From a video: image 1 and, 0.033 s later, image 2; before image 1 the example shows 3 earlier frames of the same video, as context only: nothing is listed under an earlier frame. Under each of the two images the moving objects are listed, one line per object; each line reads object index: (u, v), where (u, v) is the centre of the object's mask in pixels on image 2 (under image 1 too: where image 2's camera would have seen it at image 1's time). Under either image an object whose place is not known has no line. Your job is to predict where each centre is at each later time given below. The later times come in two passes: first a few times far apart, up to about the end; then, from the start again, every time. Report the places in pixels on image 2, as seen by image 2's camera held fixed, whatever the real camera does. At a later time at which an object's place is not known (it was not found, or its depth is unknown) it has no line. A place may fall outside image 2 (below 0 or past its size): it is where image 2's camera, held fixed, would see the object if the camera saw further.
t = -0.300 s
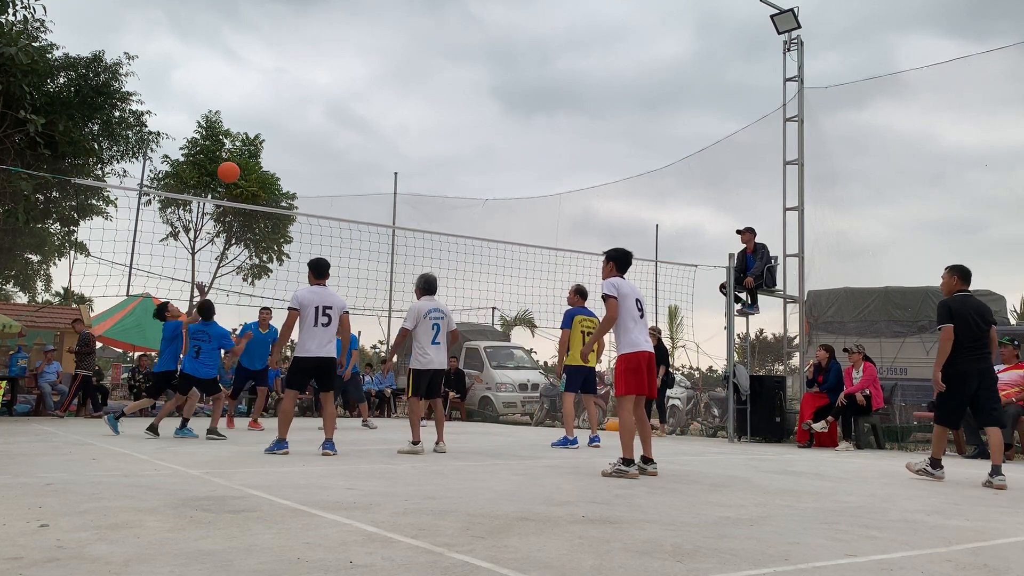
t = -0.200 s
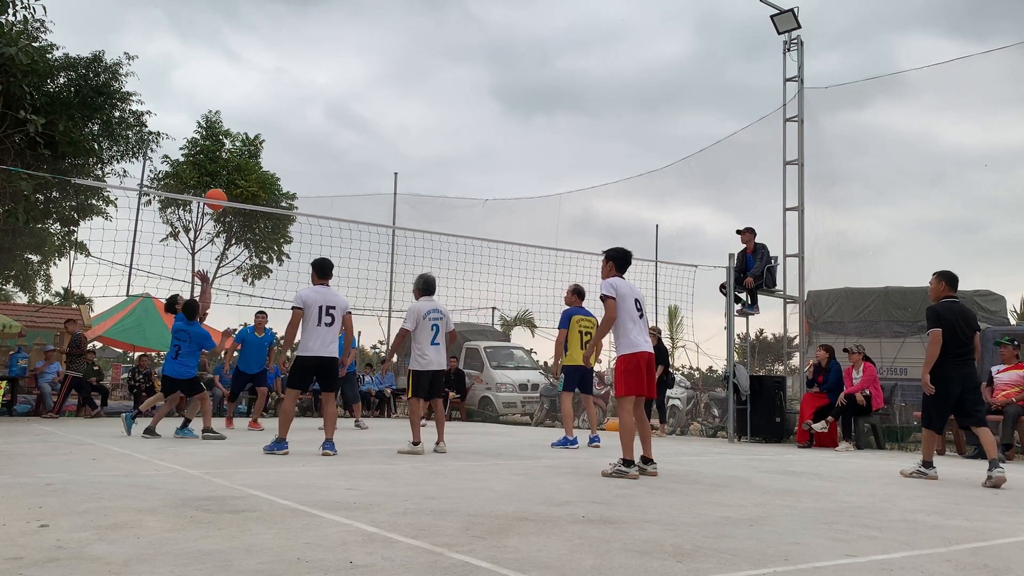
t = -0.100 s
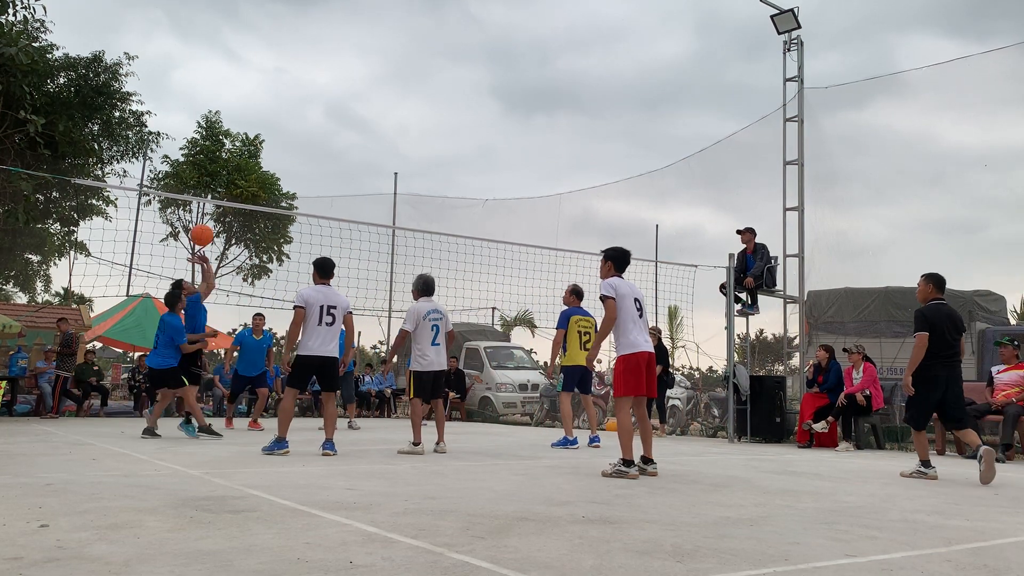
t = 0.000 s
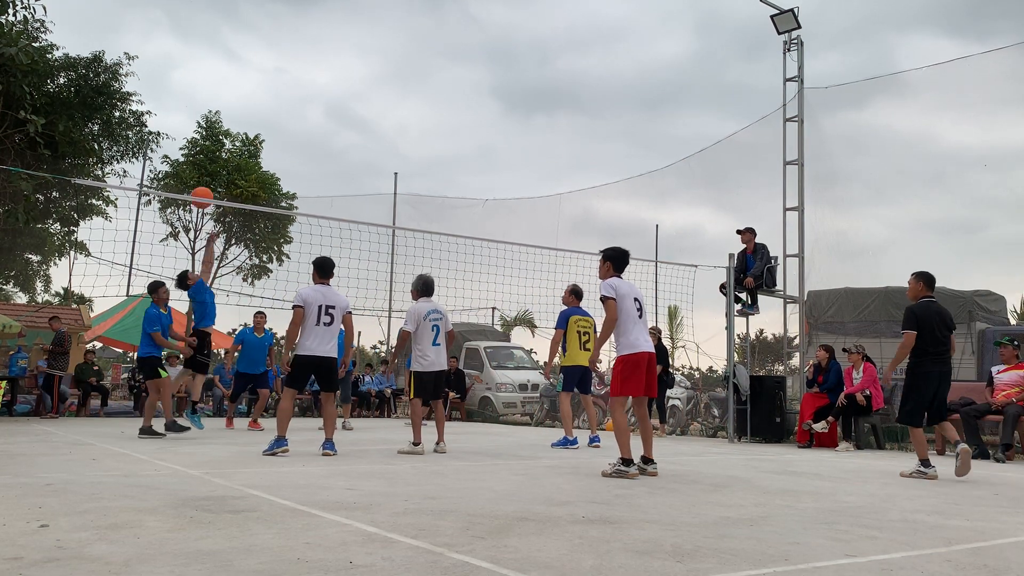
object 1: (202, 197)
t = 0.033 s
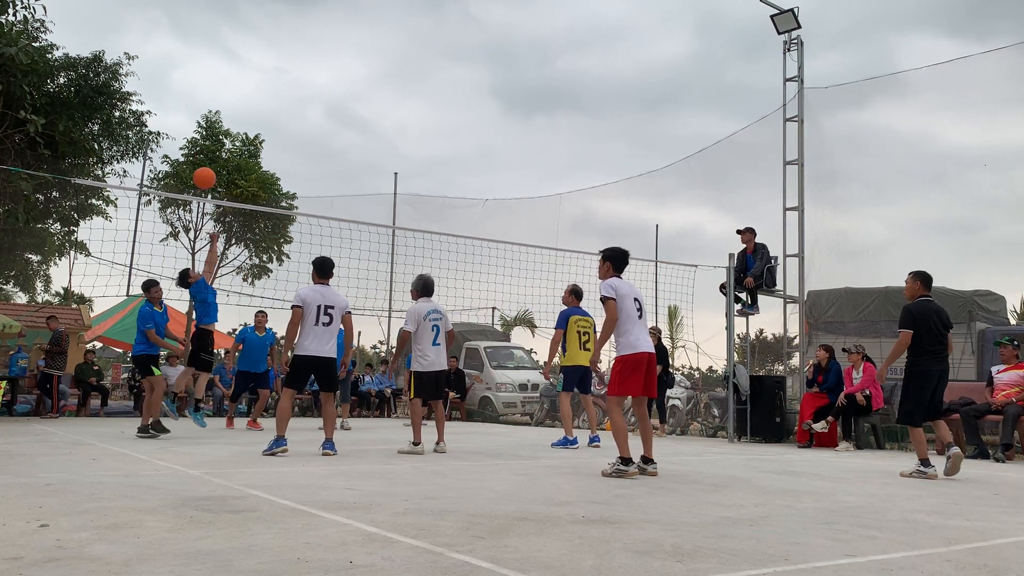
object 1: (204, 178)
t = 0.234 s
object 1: (216, 83)
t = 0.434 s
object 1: (225, 24)
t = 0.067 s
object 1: (207, 160)
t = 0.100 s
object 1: (209, 142)
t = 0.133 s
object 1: (211, 126)
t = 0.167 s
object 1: (213, 110)
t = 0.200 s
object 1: (215, 96)
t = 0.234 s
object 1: (216, 83)
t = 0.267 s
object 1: (218, 71)
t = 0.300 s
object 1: (219, 60)
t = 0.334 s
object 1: (221, 50)
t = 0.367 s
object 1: (222, 41)
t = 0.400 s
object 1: (224, 32)
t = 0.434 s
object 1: (225, 24)
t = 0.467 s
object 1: (226, 18)
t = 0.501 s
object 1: (226, 12)
